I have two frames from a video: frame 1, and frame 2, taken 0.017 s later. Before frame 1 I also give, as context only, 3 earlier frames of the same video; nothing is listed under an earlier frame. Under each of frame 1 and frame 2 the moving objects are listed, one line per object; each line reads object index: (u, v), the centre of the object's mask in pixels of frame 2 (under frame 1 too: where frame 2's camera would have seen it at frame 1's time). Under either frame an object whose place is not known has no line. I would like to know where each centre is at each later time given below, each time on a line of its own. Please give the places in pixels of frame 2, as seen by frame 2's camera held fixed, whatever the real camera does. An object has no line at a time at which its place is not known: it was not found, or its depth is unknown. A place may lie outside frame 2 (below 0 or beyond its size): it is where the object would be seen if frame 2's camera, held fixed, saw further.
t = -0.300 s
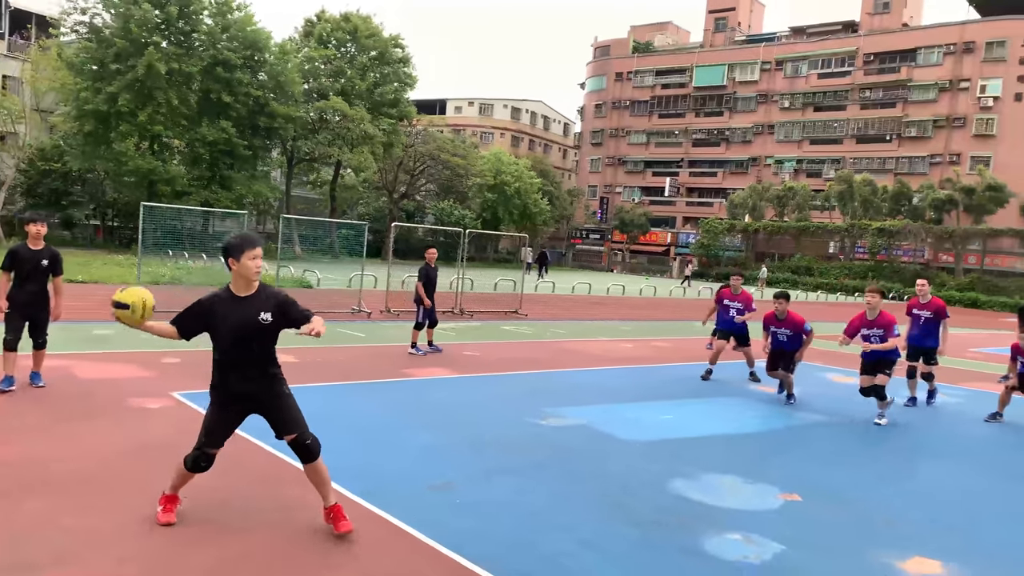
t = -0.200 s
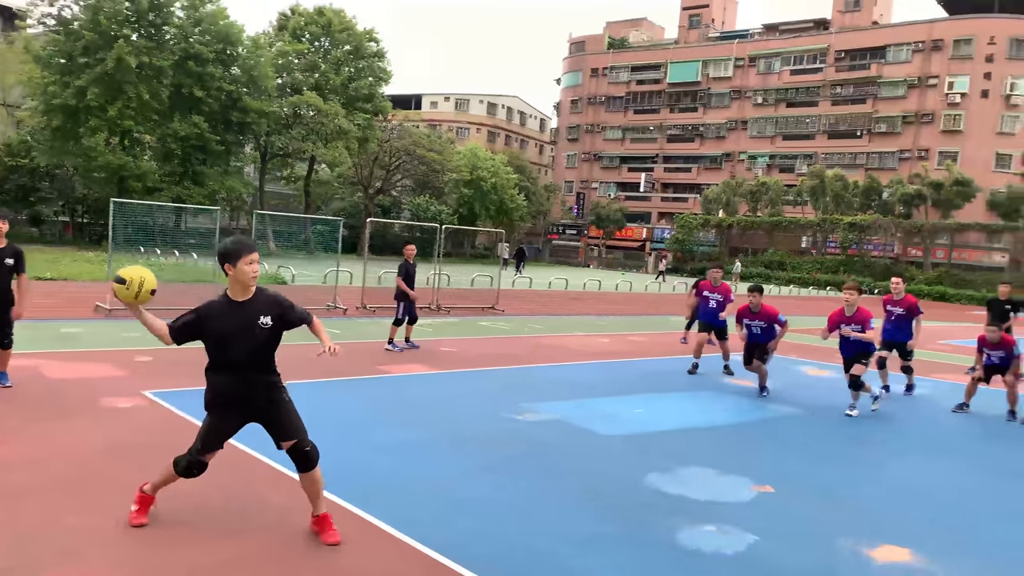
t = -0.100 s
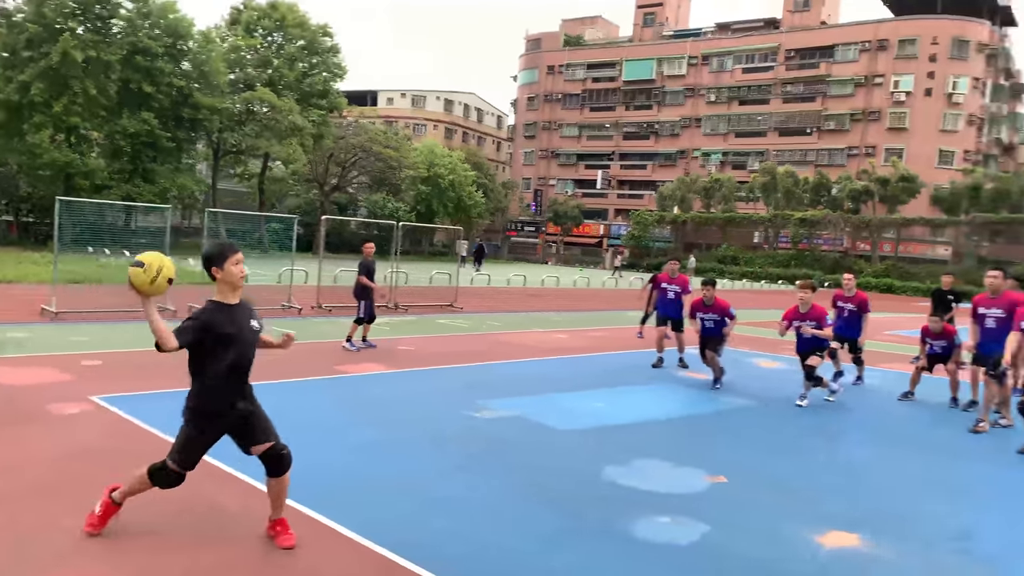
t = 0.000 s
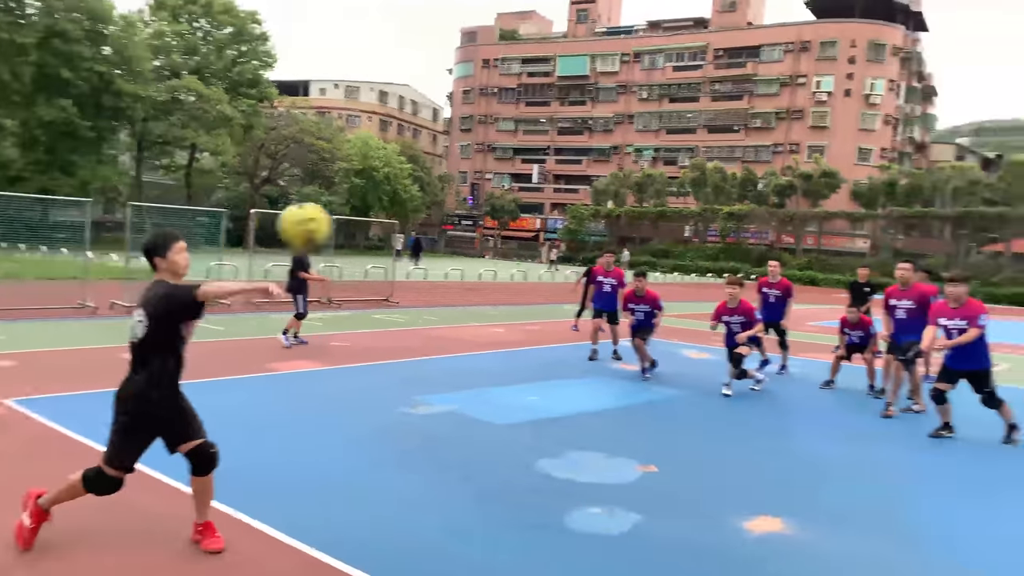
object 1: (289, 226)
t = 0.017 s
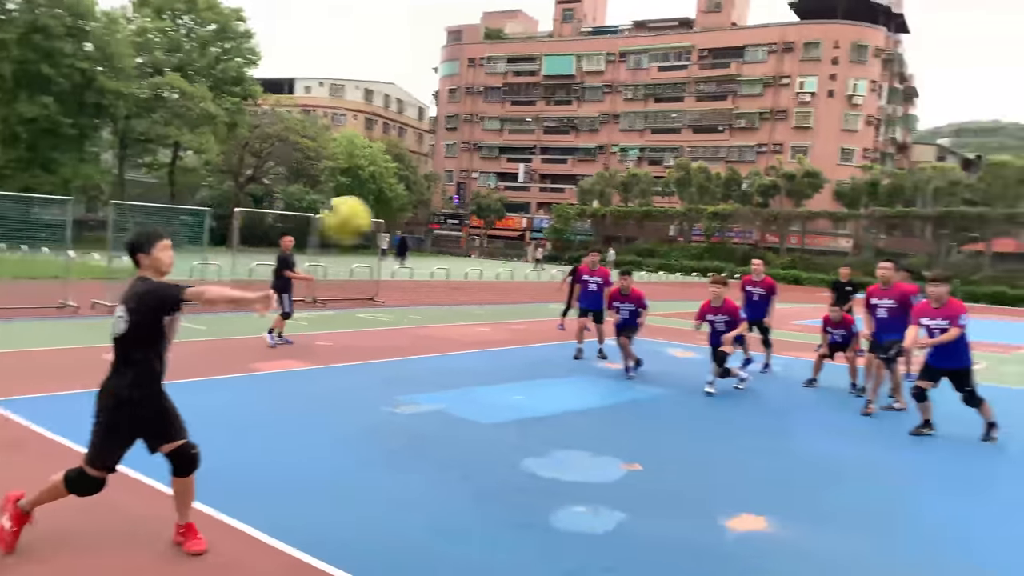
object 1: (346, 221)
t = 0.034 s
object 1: (405, 214)
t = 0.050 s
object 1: (460, 209)
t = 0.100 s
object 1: (627, 198)
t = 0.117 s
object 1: (686, 193)
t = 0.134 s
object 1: (740, 192)
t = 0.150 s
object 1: (798, 190)
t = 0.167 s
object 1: (854, 187)
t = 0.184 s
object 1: (915, 185)
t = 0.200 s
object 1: (973, 183)
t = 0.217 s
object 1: (1030, 184)
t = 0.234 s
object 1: (1086, 183)
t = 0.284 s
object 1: (1266, 181)
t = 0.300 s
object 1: (1325, 182)
